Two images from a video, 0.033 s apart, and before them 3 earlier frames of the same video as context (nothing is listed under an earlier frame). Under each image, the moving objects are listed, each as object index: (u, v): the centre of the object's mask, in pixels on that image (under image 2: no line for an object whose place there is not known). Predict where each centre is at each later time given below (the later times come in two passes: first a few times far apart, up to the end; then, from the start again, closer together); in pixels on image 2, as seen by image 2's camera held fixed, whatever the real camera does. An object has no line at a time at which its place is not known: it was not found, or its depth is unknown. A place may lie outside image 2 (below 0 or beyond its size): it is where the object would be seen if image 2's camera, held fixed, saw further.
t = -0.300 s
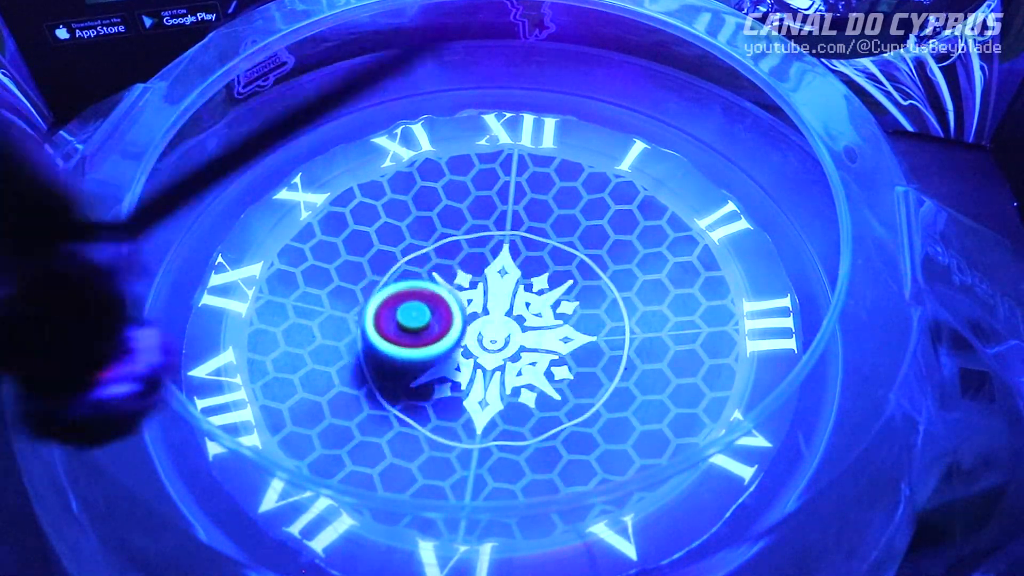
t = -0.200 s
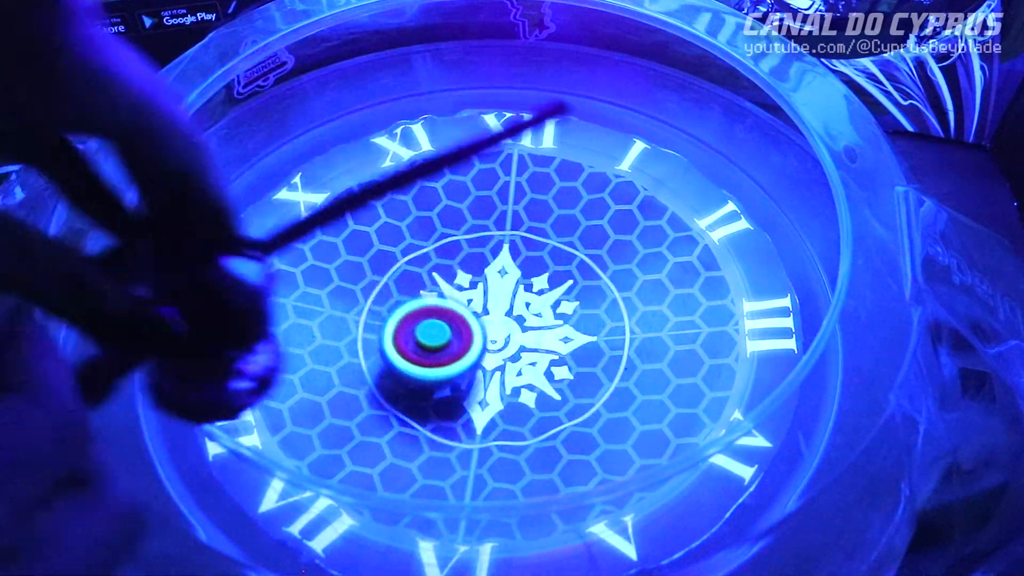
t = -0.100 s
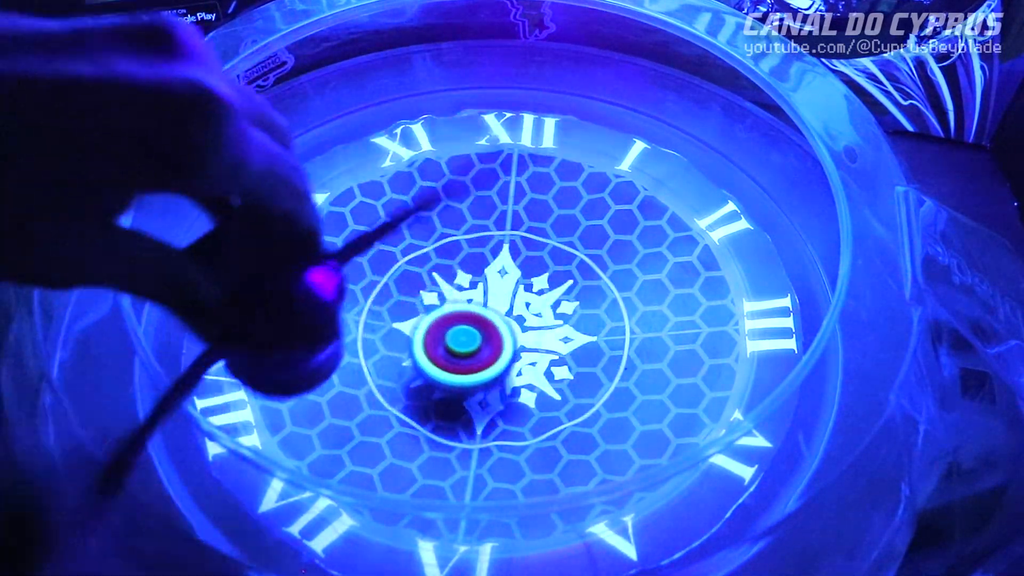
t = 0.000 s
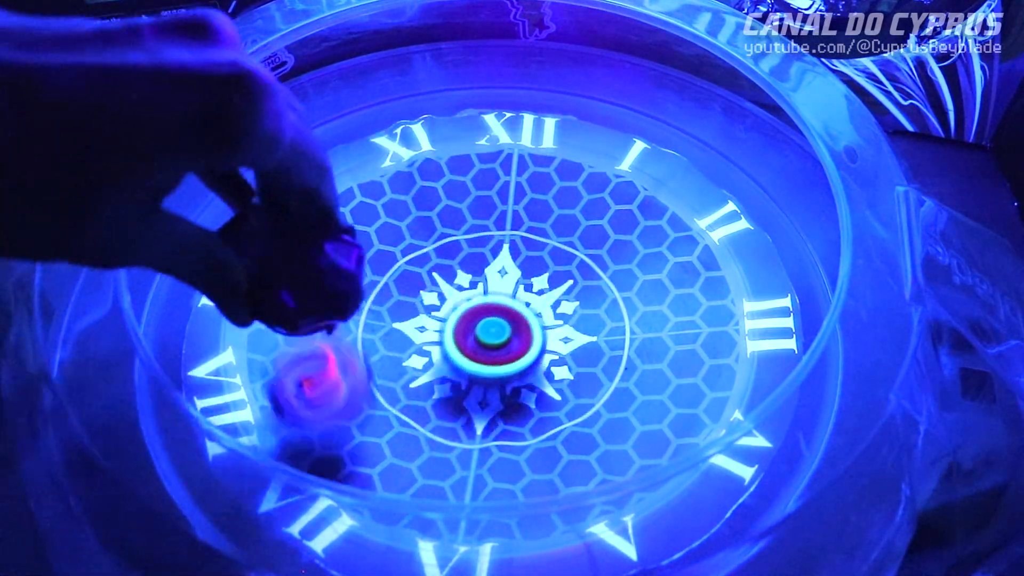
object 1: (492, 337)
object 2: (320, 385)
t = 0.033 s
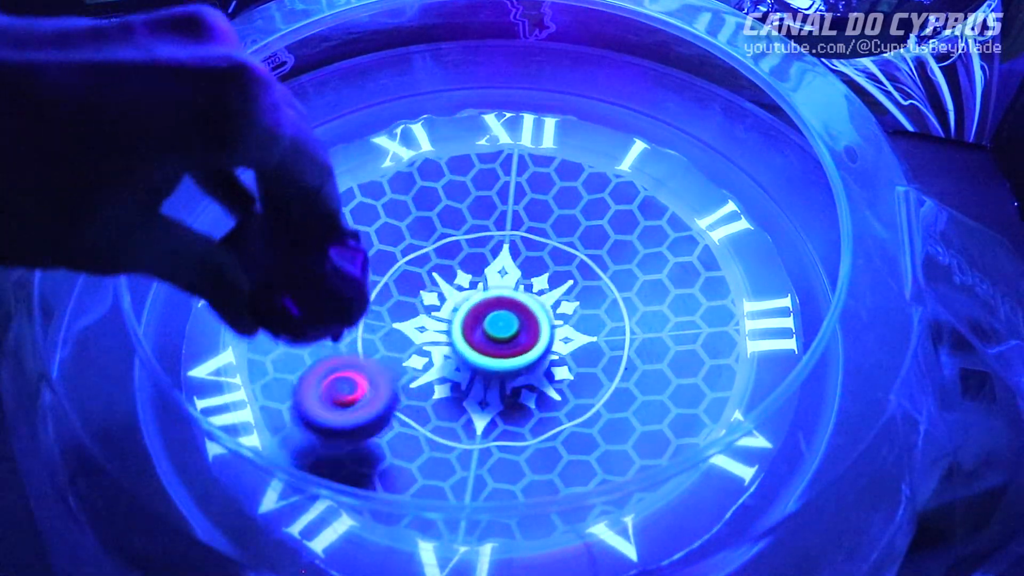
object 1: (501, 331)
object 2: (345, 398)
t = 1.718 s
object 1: (488, 270)
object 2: (488, 359)
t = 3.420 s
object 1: (463, 255)
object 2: (440, 371)
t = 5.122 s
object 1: (578, 325)
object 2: (432, 229)
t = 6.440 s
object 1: (422, 346)
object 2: (557, 298)
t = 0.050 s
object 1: (505, 329)
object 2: (359, 393)
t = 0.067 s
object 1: (508, 326)
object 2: (373, 391)
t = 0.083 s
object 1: (511, 322)
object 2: (387, 393)
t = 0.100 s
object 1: (514, 317)
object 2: (404, 398)
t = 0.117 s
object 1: (517, 314)
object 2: (420, 409)
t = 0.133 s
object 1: (518, 310)
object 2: (436, 409)
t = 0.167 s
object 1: (518, 301)
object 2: (463, 402)
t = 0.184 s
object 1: (517, 298)
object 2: (478, 403)
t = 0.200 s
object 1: (517, 294)
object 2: (488, 396)
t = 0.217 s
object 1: (515, 291)
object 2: (499, 390)
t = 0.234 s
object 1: (514, 288)
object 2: (510, 388)
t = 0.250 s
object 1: (512, 284)
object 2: (521, 385)
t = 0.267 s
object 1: (510, 281)
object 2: (532, 379)
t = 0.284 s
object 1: (507, 278)
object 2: (539, 370)
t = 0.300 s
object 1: (505, 278)
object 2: (547, 365)
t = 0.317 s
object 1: (502, 275)
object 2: (554, 359)
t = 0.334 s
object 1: (499, 273)
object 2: (559, 352)
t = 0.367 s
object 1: (492, 271)
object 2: (566, 339)
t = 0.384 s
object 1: (489, 271)
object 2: (570, 335)
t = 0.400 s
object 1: (486, 270)
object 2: (571, 328)
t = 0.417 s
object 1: (483, 269)
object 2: (572, 320)
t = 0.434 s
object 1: (479, 269)
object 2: (572, 313)
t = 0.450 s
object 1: (476, 269)
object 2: (570, 304)
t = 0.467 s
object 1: (473, 269)
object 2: (568, 299)
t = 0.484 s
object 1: (470, 271)
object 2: (566, 293)
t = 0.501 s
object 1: (467, 272)
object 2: (565, 287)
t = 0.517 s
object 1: (459, 272)
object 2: (568, 283)
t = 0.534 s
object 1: (451, 270)
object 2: (570, 281)
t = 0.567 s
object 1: (441, 275)
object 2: (568, 274)
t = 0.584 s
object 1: (436, 276)
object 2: (567, 268)
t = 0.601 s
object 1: (433, 280)
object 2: (565, 265)
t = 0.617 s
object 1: (430, 282)
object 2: (561, 262)
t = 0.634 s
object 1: (429, 286)
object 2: (557, 260)
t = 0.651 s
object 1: (427, 289)
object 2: (554, 256)
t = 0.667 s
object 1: (426, 293)
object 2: (550, 254)
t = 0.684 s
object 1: (425, 297)
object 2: (546, 251)
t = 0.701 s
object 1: (424, 301)
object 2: (543, 250)
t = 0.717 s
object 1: (424, 305)
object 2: (539, 248)
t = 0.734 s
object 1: (426, 308)
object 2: (534, 246)
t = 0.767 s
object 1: (429, 316)
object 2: (525, 244)
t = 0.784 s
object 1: (430, 320)
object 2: (521, 242)
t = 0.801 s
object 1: (434, 322)
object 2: (516, 244)
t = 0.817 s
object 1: (437, 325)
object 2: (511, 245)
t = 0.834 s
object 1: (441, 328)
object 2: (506, 246)
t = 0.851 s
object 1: (446, 330)
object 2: (502, 247)
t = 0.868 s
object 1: (450, 332)
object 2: (498, 247)
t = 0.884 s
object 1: (454, 334)
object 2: (494, 248)
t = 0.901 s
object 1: (458, 335)
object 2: (489, 249)
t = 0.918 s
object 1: (464, 336)
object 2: (484, 253)
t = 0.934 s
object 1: (469, 337)
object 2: (479, 255)
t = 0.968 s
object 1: (478, 338)
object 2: (472, 260)
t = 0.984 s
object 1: (484, 343)
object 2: (469, 258)
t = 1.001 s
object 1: (488, 347)
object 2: (466, 255)
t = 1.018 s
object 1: (493, 350)
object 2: (464, 253)
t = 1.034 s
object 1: (498, 352)
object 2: (461, 255)
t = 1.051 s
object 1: (503, 352)
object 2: (459, 256)
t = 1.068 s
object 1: (508, 351)
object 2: (456, 258)
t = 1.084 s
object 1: (513, 350)
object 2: (454, 261)
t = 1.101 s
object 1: (518, 348)
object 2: (452, 264)
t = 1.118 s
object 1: (523, 345)
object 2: (448, 269)
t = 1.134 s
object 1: (527, 342)
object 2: (447, 271)
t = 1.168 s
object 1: (535, 336)
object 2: (445, 277)
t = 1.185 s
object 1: (538, 333)
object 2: (444, 282)
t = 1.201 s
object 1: (540, 329)
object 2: (444, 285)
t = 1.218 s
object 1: (543, 326)
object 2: (444, 289)
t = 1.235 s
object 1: (545, 322)
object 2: (444, 294)
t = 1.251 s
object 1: (546, 318)
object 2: (444, 298)
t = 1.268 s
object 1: (548, 314)
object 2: (445, 302)
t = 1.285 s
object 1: (548, 311)
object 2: (446, 305)
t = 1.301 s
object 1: (551, 307)
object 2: (445, 308)
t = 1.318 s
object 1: (557, 304)
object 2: (437, 310)
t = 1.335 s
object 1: (562, 300)
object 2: (430, 314)
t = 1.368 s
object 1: (564, 294)
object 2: (424, 320)
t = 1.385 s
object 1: (564, 289)
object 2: (425, 322)
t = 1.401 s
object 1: (562, 286)
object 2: (425, 325)
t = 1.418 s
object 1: (561, 282)
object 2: (426, 329)
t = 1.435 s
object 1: (558, 281)
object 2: (428, 330)
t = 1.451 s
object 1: (555, 279)
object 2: (430, 336)
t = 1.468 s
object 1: (552, 273)
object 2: (433, 340)
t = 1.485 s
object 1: (548, 272)
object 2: (435, 343)
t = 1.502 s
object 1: (545, 268)
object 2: (438, 345)
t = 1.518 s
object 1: (541, 266)
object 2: (441, 349)
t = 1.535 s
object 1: (537, 265)
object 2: (445, 351)
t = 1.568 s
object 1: (528, 264)
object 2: (452, 355)
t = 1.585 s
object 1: (524, 262)
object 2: (455, 356)
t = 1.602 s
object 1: (519, 262)
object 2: (459, 358)
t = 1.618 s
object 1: (514, 262)
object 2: (463, 358)
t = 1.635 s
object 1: (509, 263)
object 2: (467, 359)
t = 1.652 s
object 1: (505, 264)
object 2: (472, 358)
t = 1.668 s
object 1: (501, 264)
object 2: (476, 359)
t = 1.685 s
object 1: (497, 266)
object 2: (480, 359)
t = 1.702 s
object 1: (492, 269)
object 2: (484, 359)
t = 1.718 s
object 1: (488, 270)
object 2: (488, 359)
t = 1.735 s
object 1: (484, 273)
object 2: (491, 358)
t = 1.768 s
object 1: (477, 263)
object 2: (498, 374)
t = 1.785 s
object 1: (473, 259)
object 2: (503, 382)
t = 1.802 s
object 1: (471, 256)
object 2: (507, 386)
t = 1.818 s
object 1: (467, 256)
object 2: (512, 391)
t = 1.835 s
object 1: (464, 257)
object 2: (517, 393)
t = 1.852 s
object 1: (460, 259)
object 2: (522, 392)
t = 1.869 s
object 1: (455, 261)
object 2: (528, 391)
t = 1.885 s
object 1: (451, 265)
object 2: (533, 389)
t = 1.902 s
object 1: (448, 267)
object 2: (538, 387)
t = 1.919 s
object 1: (446, 271)
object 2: (542, 386)
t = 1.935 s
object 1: (443, 274)
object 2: (547, 384)
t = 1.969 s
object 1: (438, 281)
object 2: (555, 377)
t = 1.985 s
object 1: (437, 286)
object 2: (559, 374)
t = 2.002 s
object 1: (435, 289)
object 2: (562, 372)
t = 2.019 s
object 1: (434, 292)
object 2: (564, 370)
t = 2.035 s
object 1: (433, 296)
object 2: (566, 368)
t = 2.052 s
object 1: (433, 300)
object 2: (568, 364)
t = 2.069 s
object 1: (433, 305)
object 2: (570, 359)
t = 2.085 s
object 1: (433, 308)
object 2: (570, 355)
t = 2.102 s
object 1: (434, 313)
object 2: (571, 352)
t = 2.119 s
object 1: (435, 315)
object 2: (571, 349)
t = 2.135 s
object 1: (437, 318)
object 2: (569, 343)
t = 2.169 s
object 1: (441, 325)
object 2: (566, 336)
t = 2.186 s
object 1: (445, 327)
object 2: (565, 333)
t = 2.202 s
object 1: (448, 329)
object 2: (563, 330)
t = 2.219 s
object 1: (451, 331)
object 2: (560, 327)
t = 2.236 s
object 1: (449, 333)
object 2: (563, 321)
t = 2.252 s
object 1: (431, 334)
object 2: (587, 317)
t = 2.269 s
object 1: (414, 336)
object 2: (609, 308)
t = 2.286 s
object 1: (402, 337)
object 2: (626, 302)
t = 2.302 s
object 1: (391, 339)
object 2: (643, 295)
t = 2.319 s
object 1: (384, 339)
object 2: (653, 287)
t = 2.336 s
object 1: (381, 342)
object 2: (662, 282)
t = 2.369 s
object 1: (378, 348)
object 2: (669, 273)
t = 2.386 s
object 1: (378, 351)
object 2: (669, 269)
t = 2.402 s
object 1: (380, 356)
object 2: (668, 266)
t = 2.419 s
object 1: (382, 360)
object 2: (664, 262)
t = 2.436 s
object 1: (386, 365)
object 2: (661, 258)
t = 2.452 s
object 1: (389, 369)
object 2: (656, 254)
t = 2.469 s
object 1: (392, 373)
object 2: (652, 250)
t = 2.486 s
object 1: (396, 376)
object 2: (648, 247)
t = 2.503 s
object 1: (401, 380)
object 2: (643, 244)
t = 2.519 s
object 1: (406, 383)
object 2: (638, 241)
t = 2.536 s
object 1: (411, 386)
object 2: (633, 238)
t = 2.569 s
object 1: (422, 389)
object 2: (623, 235)
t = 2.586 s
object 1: (428, 391)
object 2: (617, 232)
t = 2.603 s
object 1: (433, 393)
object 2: (611, 230)
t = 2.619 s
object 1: (440, 393)
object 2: (606, 229)
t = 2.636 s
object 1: (445, 394)
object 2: (601, 228)
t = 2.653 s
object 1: (452, 394)
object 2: (595, 228)
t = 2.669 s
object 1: (457, 394)
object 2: (587, 227)
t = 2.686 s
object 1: (464, 393)
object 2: (581, 227)
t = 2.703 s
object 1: (470, 392)
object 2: (574, 227)
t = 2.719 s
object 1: (477, 390)
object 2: (568, 227)
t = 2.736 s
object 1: (483, 388)
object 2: (561, 228)
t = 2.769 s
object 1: (495, 383)
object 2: (546, 231)
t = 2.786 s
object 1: (501, 379)
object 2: (539, 232)
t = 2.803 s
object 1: (506, 376)
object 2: (532, 233)
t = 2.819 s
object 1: (512, 372)
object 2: (526, 235)
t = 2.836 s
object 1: (516, 368)
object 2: (518, 238)
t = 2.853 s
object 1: (520, 364)
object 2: (510, 239)
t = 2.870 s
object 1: (524, 358)
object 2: (502, 245)
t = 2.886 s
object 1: (527, 353)
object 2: (495, 246)
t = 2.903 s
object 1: (530, 348)
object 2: (487, 252)
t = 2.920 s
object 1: (532, 344)
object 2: (480, 256)
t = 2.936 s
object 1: (533, 338)
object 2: (475, 260)
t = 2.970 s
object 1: (536, 327)
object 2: (463, 268)
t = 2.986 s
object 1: (536, 322)
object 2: (458, 273)
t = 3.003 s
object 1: (538, 317)
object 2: (452, 276)
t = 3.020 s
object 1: (540, 314)
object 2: (445, 280)
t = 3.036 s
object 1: (539, 310)
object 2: (440, 284)
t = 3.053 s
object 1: (539, 306)
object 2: (435, 288)
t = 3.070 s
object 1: (537, 301)
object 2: (431, 293)
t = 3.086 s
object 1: (536, 298)
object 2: (428, 298)
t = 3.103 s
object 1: (534, 292)
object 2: (426, 301)
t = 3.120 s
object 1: (532, 288)
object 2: (422, 306)
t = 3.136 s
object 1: (529, 285)
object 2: (419, 313)
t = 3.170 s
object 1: (524, 277)
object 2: (417, 321)
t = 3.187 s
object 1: (521, 274)
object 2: (417, 325)
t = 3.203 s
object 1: (517, 270)
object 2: (415, 333)
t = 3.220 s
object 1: (513, 266)
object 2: (415, 337)
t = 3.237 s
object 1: (509, 263)
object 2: (415, 341)
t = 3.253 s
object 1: (505, 261)
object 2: (416, 345)
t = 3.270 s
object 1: (501, 258)
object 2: (417, 349)
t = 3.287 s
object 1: (497, 257)
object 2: (418, 353)
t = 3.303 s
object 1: (492, 256)
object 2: (421, 354)
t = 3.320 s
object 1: (488, 254)
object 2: (424, 357)
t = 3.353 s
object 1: (479, 254)
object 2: (428, 365)
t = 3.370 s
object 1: (475, 253)
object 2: (430, 367)
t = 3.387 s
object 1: (471, 252)
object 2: (434, 367)
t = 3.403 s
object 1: (467, 254)
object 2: (437, 367)
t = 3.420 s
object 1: (463, 255)
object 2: (440, 371)
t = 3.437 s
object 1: (460, 256)
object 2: (443, 370)
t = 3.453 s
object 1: (456, 257)
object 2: (447, 370)
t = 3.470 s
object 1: (452, 257)
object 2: (450, 371)
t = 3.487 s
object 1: (448, 260)
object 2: (453, 371)
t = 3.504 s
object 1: (446, 262)
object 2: (457, 371)
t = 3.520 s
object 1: (443, 263)
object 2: (459, 371)
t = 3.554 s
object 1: (438, 267)
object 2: (466, 370)
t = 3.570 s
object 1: (436, 269)
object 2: (469, 368)
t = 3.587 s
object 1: (435, 271)
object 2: (472, 368)
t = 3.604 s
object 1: (434, 274)
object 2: (475, 367)
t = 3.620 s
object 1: (433, 277)
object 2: (478, 365)
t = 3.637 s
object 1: (432, 279)
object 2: (481, 364)
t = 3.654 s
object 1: (431, 281)
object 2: (484, 362)
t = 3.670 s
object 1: (431, 285)
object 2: (486, 360)
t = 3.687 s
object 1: (430, 286)
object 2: (490, 360)
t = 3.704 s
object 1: (424, 280)
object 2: (501, 370)
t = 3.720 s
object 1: (420, 273)
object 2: (510, 374)
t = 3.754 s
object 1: (415, 268)
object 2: (528, 385)
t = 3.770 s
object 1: (414, 269)
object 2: (534, 389)
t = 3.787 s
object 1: (413, 270)
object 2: (538, 387)
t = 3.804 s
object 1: (412, 273)
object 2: (542, 387)
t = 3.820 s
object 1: (411, 275)
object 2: (546, 383)
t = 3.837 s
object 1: (410, 278)
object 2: (549, 382)
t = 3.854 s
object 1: (410, 281)
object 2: (553, 377)
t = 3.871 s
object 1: (410, 284)
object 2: (555, 377)
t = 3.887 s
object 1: (410, 286)
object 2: (559, 372)
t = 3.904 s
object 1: (410, 290)
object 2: (561, 369)
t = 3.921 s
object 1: (411, 292)
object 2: (563, 368)
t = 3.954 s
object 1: (413, 299)
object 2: (565, 354)
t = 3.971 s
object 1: (416, 302)
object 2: (566, 350)
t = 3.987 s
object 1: (418, 304)
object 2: (565, 346)
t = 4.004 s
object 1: (419, 308)
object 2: (565, 342)
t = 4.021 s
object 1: (422, 310)
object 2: (564, 337)
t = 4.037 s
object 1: (425, 312)
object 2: (563, 333)
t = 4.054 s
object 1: (429, 314)
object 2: (561, 330)
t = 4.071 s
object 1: (432, 316)
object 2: (560, 326)
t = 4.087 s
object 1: (436, 318)
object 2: (557, 322)
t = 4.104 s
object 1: (440, 321)
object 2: (555, 320)
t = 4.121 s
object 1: (445, 322)
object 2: (552, 317)
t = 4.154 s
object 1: (438, 325)
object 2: (564, 308)
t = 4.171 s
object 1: (434, 326)
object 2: (570, 301)
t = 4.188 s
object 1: (433, 327)
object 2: (574, 298)
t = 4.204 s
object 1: (434, 328)
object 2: (576, 296)
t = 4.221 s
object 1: (437, 329)
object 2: (575, 291)
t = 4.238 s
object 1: (440, 331)
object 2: (574, 288)
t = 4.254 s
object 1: (444, 332)
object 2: (572, 285)
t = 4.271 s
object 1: (447, 334)
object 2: (568, 281)
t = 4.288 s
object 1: (450, 335)
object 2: (566, 279)
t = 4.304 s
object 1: (454, 336)
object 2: (563, 278)
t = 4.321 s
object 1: (458, 336)
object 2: (560, 276)
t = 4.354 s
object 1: (465, 338)
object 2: (551, 268)
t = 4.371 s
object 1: (469, 338)
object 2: (546, 266)
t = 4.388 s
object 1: (473, 339)
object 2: (544, 266)
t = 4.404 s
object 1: (476, 338)
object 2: (539, 263)
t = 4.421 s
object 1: (480, 338)
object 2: (535, 262)
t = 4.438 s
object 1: (484, 338)
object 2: (531, 263)
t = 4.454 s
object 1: (488, 337)
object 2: (527, 261)
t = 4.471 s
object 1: (491, 337)
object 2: (524, 260)
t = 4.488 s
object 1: (488, 348)
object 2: (527, 252)
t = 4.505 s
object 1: (483, 363)
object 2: (531, 229)
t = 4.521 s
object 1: (478, 375)
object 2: (536, 214)
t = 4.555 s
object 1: (473, 393)
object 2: (540, 185)
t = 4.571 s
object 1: (474, 400)
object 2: (542, 173)
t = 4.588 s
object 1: (476, 404)
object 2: (541, 163)
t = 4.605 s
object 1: (481, 407)
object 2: (539, 158)
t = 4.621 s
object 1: (487, 409)
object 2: (536, 152)
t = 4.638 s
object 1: (493, 410)
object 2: (530, 147)
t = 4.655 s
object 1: (500, 410)
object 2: (525, 146)
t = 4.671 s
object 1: (507, 410)
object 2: (518, 143)
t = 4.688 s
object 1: (513, 410)
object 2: (512, 142)
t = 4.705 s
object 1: (520, 409)
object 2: (504, 142)
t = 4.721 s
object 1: (526, 408)
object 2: (499, 140)
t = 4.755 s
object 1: (538, 405)
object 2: (486, 140)
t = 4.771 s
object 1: (543, 404)
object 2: (481, 141)
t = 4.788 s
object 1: (548, 401)
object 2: (476, 142)
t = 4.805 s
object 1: (552, 398)
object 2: (471, 144)
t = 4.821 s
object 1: (557, 396)
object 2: (466, 145)
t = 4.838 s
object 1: (561, 393)
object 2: (461, 148)
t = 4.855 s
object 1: (564, 390)
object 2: (456, 151)
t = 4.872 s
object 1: (567, 387)
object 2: (453, 154)
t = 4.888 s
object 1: (571, 384)
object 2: (449, 157)
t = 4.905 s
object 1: (573, 380)
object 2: (446, 163)
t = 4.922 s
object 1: (576, 376)
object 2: (443, 167)
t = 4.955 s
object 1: (579, 368)
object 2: (439, 175)
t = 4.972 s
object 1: (581, 365)
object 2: (438, 179)
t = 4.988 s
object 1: (583, 361)
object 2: (436, 184)
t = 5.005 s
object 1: (584, 356)
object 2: (434, 189)
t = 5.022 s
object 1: (584, 352)
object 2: (434, 194)
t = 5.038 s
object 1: (584, 348)
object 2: (433, 200)
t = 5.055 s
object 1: (584, 344)
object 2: (433, 204)
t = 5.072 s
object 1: (583, 339)
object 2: (431, 211)
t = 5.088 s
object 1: (582, 334)
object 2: (432, 216)
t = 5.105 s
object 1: (580, 330)
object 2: (431, 223)
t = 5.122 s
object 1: (578, 325)
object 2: (432, 229)
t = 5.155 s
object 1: (573, 317)
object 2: (432, 241)
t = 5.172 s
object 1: (569, 312)
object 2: (433, 247)
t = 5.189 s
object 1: (565, 309)
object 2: (433, 254)
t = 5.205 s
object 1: (561, 305)
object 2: (434, 262)
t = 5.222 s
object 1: (557, 301)
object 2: (436, 267)
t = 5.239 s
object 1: (553, 298)
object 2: (438, 275)
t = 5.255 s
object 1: (548, 295)
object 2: (439, 282)
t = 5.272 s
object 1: (543, 292)
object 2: (441, 290)
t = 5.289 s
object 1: (548, 290)
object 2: (432, 292)
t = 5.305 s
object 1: (557, 289)
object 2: (415, 295)
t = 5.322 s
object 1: (565, 287)
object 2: (397, 299)
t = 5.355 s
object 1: (571, 284)
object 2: (371, 305)
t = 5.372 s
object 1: (571, 282)
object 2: (360, 311)
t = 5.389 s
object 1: (569, 280)
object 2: (355, 313)
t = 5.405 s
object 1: (566, 276)
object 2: (350, 318)
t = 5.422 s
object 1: (562, 275)
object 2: (349, 323)
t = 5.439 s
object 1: (558, 273)
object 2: (349, 328)
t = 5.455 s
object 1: (555, 270)
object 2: (350, 335)
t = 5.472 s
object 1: (550, 266)
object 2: (351, 340)
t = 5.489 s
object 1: (546, 265)
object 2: (353, 346)
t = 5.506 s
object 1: (543, 263)
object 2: (355, 351)
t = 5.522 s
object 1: (537, 261)
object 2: (357, 356)
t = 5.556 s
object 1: (529, 258)
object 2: (363, 367)
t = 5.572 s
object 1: (523, 258)
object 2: (366, 372)
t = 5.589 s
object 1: (519, 257)
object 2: (369, 376)
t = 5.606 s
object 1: (514, 255)
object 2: (372, 380)
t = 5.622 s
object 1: (508, 256)
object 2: (375, 385)
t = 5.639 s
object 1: (503, 255)
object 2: (379, 389)
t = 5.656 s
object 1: (499, 255)
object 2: (384, 393)
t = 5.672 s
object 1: (494, 256)
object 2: (388, 396)
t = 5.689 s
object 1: (489, 257)
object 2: (393, 398)
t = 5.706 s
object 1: (485, 257)
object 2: (397, 401)
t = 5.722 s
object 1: (480, 258)
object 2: (403, 405)
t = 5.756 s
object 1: (471, 260)
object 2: (413, 407)
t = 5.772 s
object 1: (467, 263)
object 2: (420, 407)
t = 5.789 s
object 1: (463, 265)
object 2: (425, 410)
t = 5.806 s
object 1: (459, 266)
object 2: (430, 411)
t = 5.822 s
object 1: (454, 269)
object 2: (435, 411)
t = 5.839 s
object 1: (450, 271)
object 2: (441, 410)
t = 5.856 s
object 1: (447, 274)
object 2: (445, 411)
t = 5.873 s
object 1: (445, 277)
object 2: (451, 409)
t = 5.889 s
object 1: (441, 280)
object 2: (456, 408)
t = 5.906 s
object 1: (439, 283)
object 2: (461, 406)
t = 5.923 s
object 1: (436, 285)
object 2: (465, 405)
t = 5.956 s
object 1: (432, 291)
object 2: (473, 401)
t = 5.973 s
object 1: (430, 295)
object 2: (478, 399)
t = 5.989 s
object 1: (428, 298)
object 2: (483, 394)
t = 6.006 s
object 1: (427, 301)
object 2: (488, 392)
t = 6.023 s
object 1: (426, 305)
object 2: (492, 387)
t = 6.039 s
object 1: (425, 309)
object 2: (494, 385)
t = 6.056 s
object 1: (425, 312)
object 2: (498, 382)
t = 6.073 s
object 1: (425, 316)
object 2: (502, 378)
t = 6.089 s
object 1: (422, 314)
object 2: (508, 376)
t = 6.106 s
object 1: (420, 314)
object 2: (517, 377)
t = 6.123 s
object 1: (420, 314)
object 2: (521, 374)
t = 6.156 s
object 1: (420, 318)
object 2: (528, 369)
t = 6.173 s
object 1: (420, 322)
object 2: (529, 364)
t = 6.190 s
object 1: (421, 322)
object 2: (531, 362)
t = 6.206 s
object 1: (422, 325)
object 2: (532, 357)
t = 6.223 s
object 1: (422, 327)
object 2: (534, 352)
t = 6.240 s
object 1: (423, 328)
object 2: (535, 348)
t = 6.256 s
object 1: (424, 331)
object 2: (535, 344)
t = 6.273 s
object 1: (426, 331)
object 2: (535, 337)
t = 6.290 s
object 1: (427, 333)
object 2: (535, 333)
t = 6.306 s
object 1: (428, 334)
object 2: (535, 329)
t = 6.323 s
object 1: (429, 335)
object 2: (534, 327)
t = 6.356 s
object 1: (430, 340)
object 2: (535, 318)
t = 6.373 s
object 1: (424, 340)
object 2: (544, 312)
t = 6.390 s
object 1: (421, 342)
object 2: (550, 306)
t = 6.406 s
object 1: (421, 343)
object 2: (554, 303)
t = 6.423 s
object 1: (421, 345)
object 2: (556, 301)
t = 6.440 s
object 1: (422, 346)
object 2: (557, 298)
